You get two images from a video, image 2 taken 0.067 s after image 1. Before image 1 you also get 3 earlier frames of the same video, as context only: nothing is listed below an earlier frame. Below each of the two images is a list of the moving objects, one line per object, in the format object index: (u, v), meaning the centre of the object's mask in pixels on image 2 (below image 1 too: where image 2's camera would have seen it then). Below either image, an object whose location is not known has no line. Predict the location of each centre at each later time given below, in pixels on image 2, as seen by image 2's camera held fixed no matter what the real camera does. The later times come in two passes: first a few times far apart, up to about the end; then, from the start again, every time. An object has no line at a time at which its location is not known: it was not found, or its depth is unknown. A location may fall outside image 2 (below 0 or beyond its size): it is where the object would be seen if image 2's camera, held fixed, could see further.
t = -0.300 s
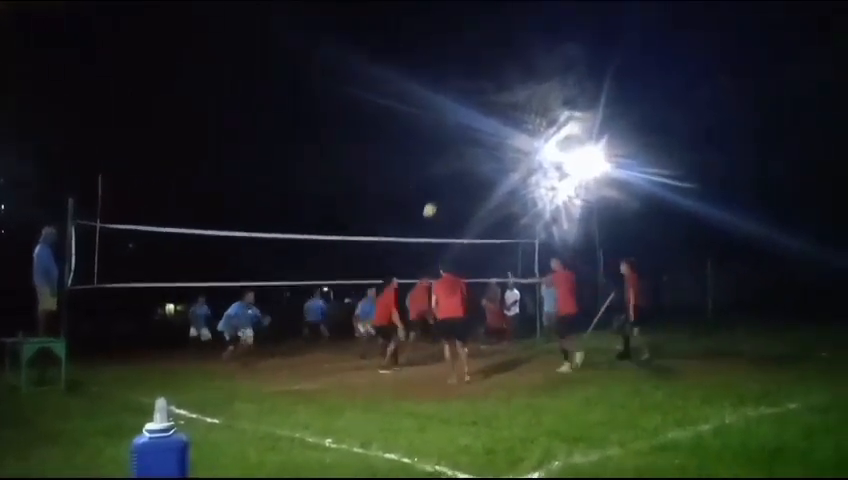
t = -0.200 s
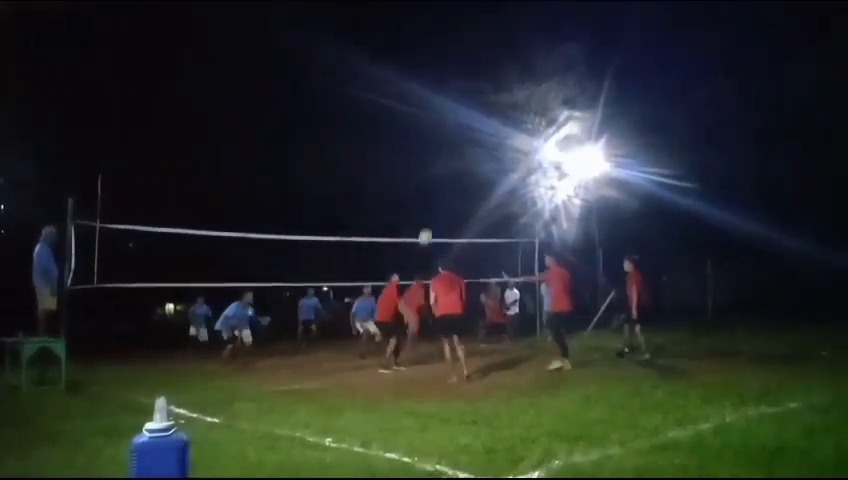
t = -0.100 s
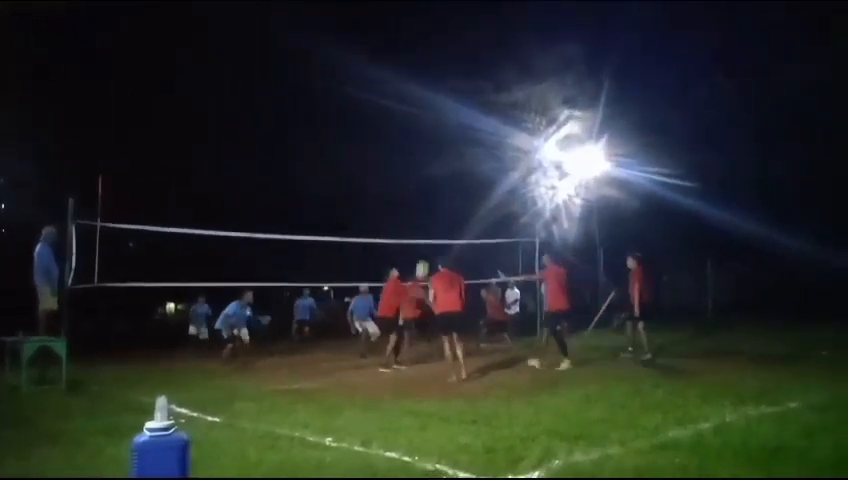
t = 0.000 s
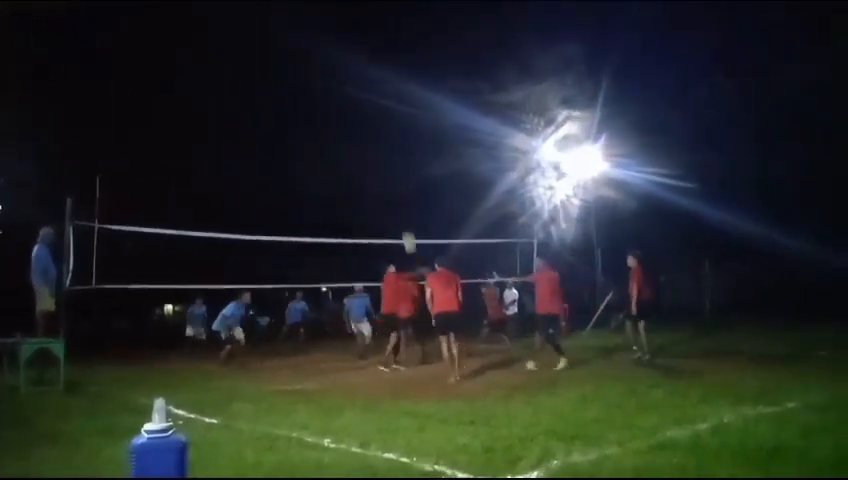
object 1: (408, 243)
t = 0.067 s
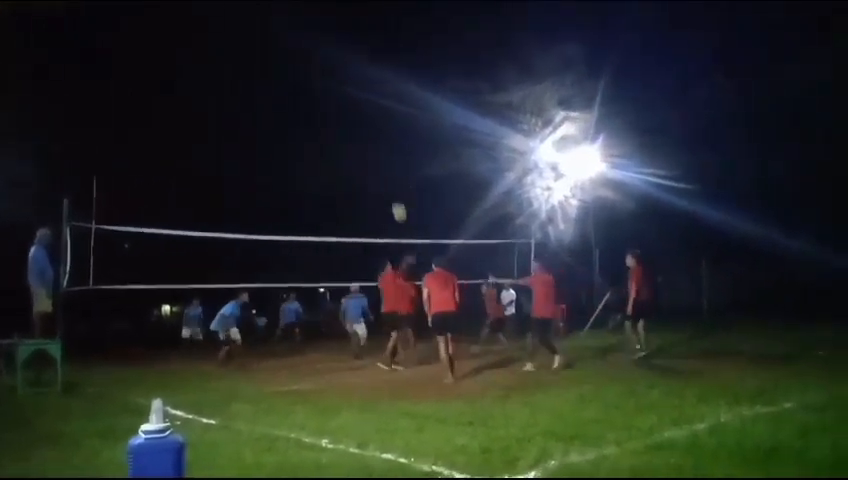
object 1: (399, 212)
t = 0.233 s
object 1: (381, 150)
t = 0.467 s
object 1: (365, 100)
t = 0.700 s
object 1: (355, 81)
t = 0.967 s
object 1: (340, 89)
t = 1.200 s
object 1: (333, 118)
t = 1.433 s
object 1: (327, 166)
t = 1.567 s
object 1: (324, 199)
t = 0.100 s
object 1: (394, 197)
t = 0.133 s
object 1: (391, 184)
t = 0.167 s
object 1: (388, 173)
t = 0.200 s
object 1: (384, 161)
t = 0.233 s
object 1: (381, 150)
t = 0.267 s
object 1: (378, 140)
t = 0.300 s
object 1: (376, 132)
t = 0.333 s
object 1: (374, 124)
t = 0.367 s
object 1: (372, 116)
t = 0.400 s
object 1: (370, 109)
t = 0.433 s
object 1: (367, 104)
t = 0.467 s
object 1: (365, 100)
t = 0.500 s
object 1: (365, 95)
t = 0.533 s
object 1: (363, 90)
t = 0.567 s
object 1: (361, 87)
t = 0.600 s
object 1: (359, 86)
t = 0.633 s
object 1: (358, 83)
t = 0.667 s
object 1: (356, 81)
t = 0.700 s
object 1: (355, 81)
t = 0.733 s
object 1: (352, 80)
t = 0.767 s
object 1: (350, 79)
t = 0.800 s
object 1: (349, 80)
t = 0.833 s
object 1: (347, 80)
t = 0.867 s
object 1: (345, 81)
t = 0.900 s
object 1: (344, 83)
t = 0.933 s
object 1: (341, 85)
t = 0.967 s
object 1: (340, 89)
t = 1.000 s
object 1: (340, 91)
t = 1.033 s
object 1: (339, 95)
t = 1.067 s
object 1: (338, 100)
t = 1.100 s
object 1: (337, 103)
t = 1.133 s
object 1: (334, 108)
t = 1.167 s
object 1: (333, 113)
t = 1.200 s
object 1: (333, 118)
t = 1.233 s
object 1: (331, 124)
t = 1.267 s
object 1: (331, 130)
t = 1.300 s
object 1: (330, 137)
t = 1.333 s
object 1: (329, 143)
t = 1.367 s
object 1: (328, 150)
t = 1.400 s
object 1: (327, 158)
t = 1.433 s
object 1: (327, 166)
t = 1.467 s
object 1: (326, 173)
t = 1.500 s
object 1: (325, 181)
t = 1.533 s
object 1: (324, 190)
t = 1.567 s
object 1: (324, 199)
